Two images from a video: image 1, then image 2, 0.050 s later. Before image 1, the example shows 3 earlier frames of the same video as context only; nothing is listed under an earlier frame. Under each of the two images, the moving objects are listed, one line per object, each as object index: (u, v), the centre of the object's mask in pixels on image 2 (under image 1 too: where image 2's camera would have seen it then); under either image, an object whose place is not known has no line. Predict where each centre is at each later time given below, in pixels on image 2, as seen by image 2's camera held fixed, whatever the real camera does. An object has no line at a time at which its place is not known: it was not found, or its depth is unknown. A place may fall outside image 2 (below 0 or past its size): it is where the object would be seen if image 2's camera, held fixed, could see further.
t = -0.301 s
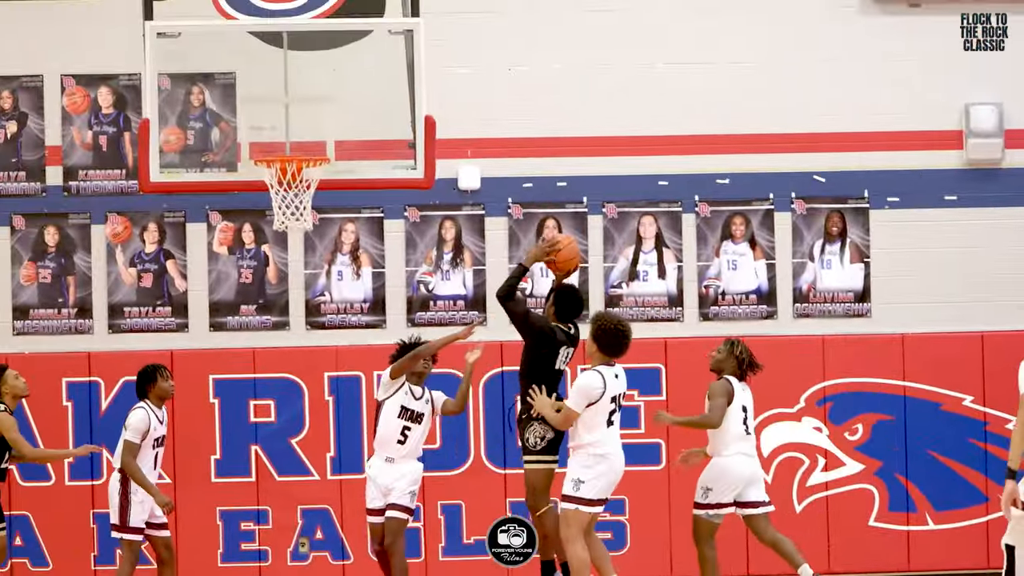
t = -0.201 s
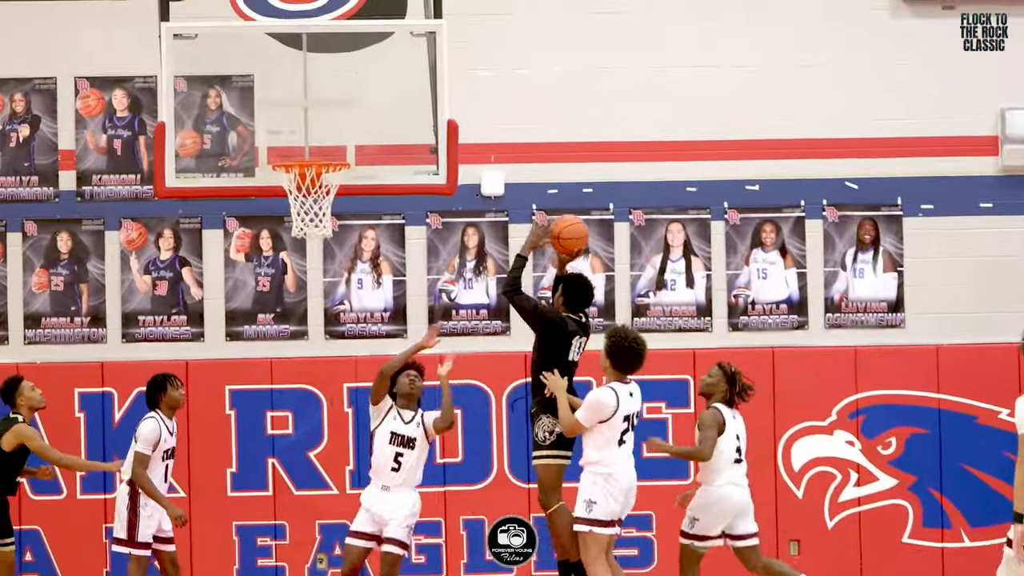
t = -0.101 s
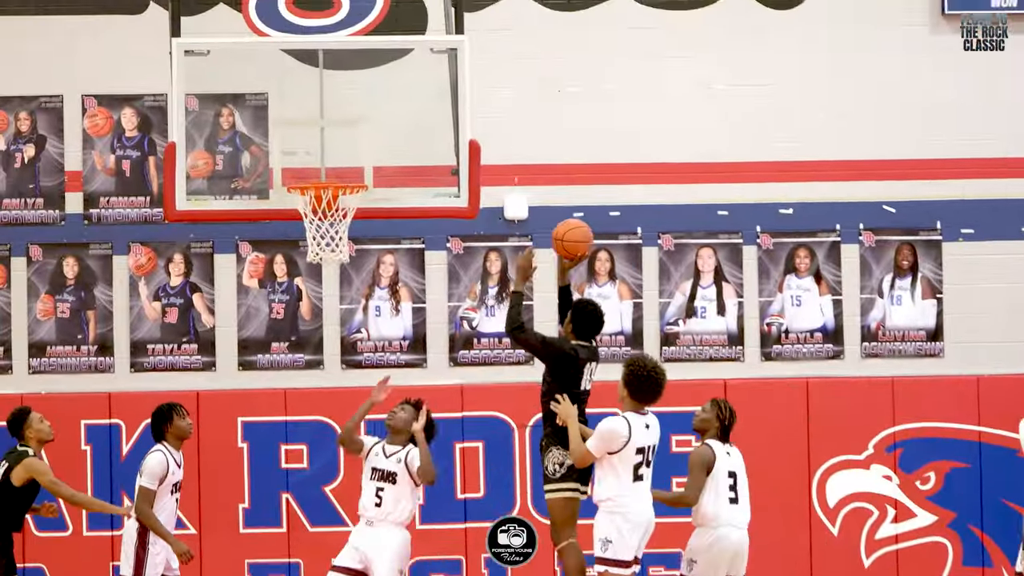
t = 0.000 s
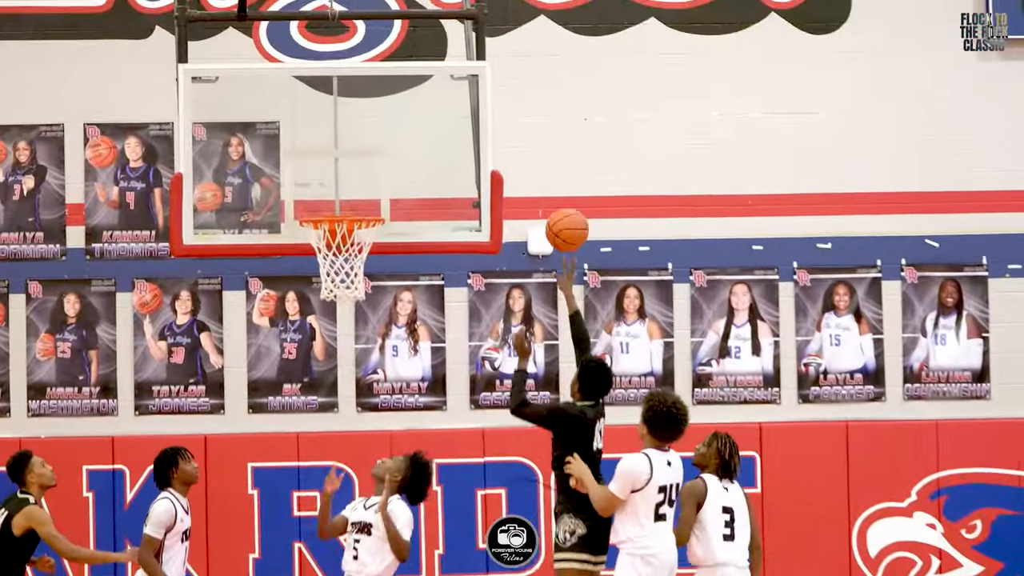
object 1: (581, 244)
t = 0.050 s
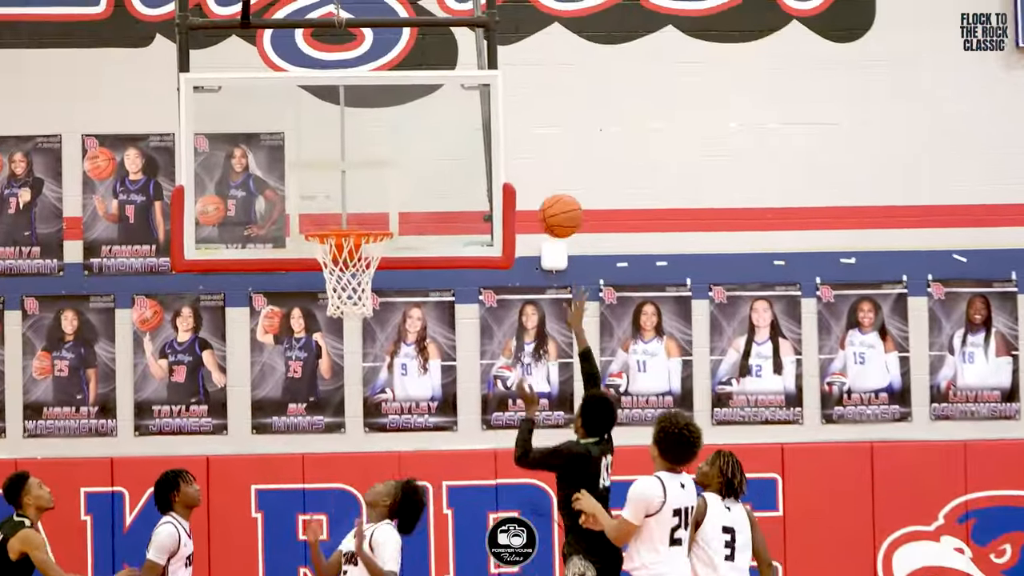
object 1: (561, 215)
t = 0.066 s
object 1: (554, 207)
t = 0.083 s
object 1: (547, 200)
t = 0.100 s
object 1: (540, 192)
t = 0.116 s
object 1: (534, 185)
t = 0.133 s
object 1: (526, 179)
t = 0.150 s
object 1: (519, 173)
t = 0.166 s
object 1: (513, 169)
